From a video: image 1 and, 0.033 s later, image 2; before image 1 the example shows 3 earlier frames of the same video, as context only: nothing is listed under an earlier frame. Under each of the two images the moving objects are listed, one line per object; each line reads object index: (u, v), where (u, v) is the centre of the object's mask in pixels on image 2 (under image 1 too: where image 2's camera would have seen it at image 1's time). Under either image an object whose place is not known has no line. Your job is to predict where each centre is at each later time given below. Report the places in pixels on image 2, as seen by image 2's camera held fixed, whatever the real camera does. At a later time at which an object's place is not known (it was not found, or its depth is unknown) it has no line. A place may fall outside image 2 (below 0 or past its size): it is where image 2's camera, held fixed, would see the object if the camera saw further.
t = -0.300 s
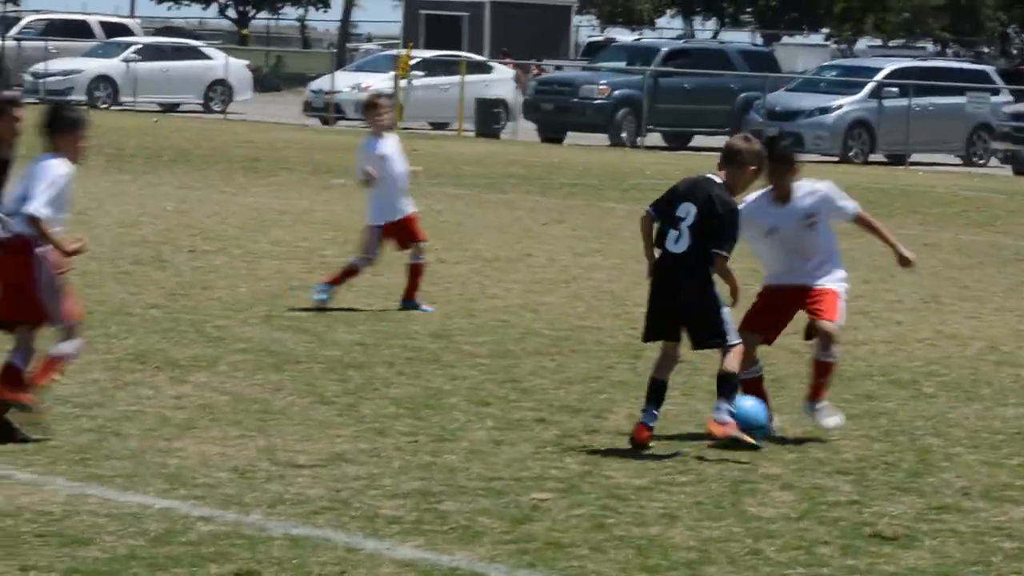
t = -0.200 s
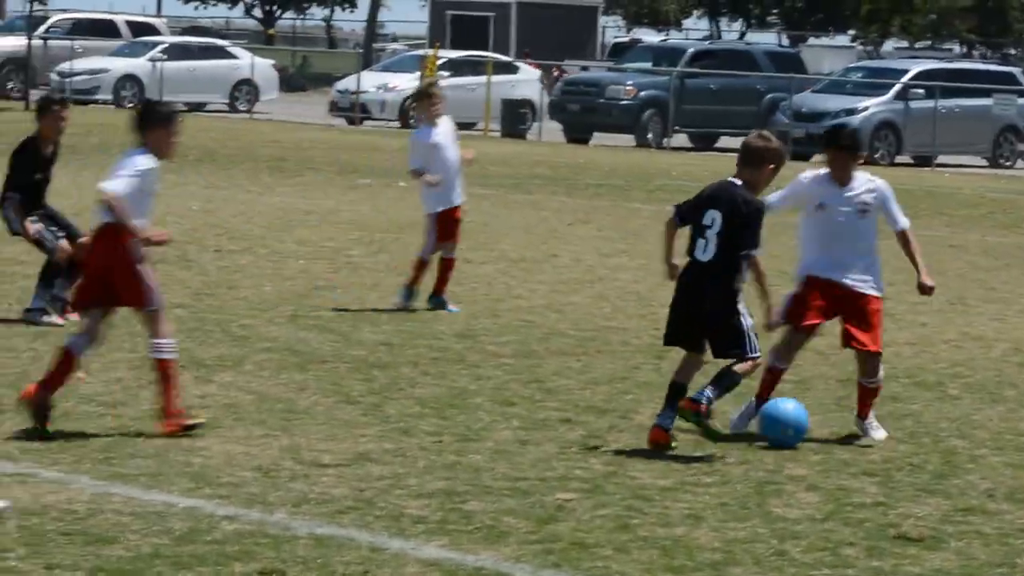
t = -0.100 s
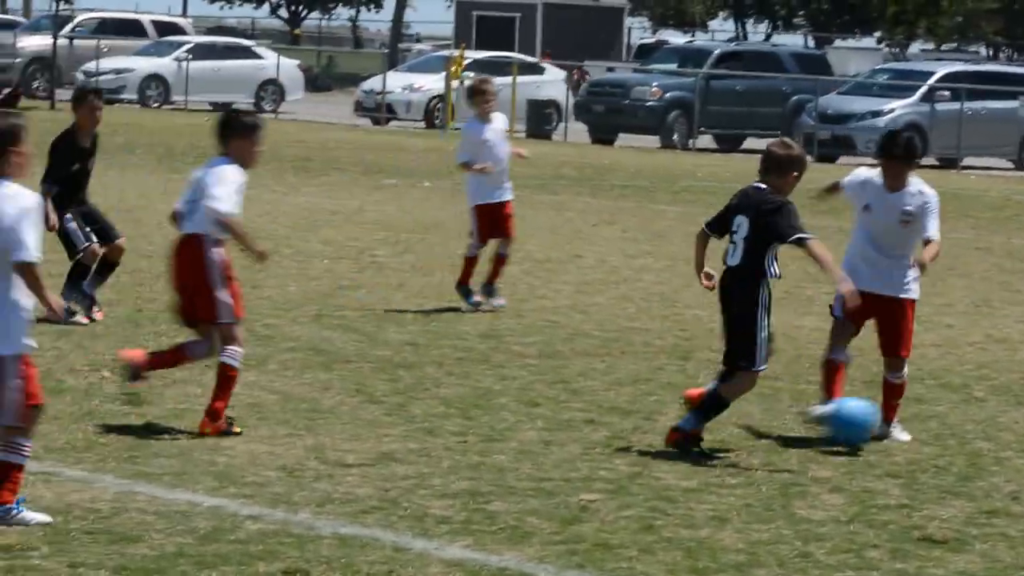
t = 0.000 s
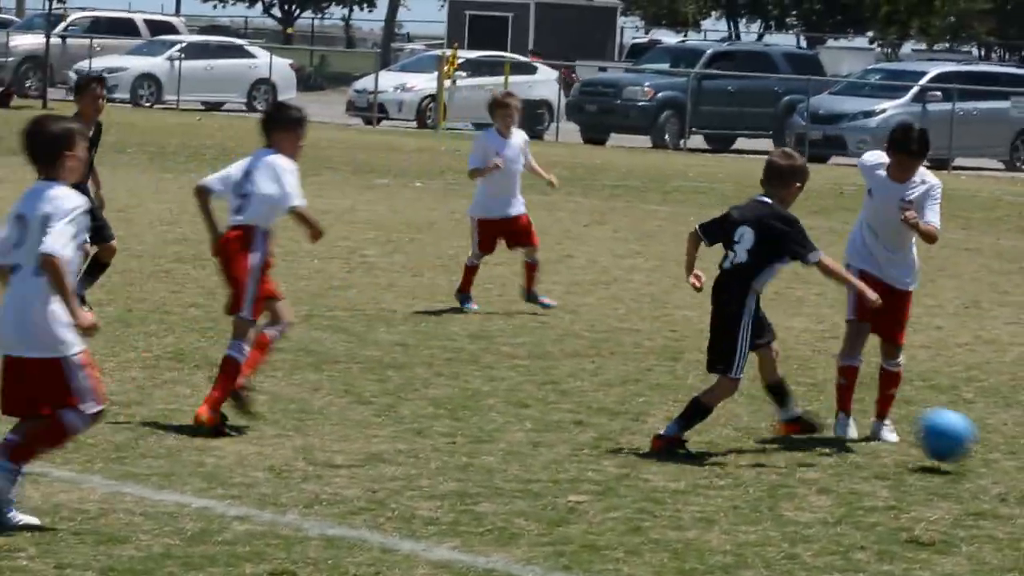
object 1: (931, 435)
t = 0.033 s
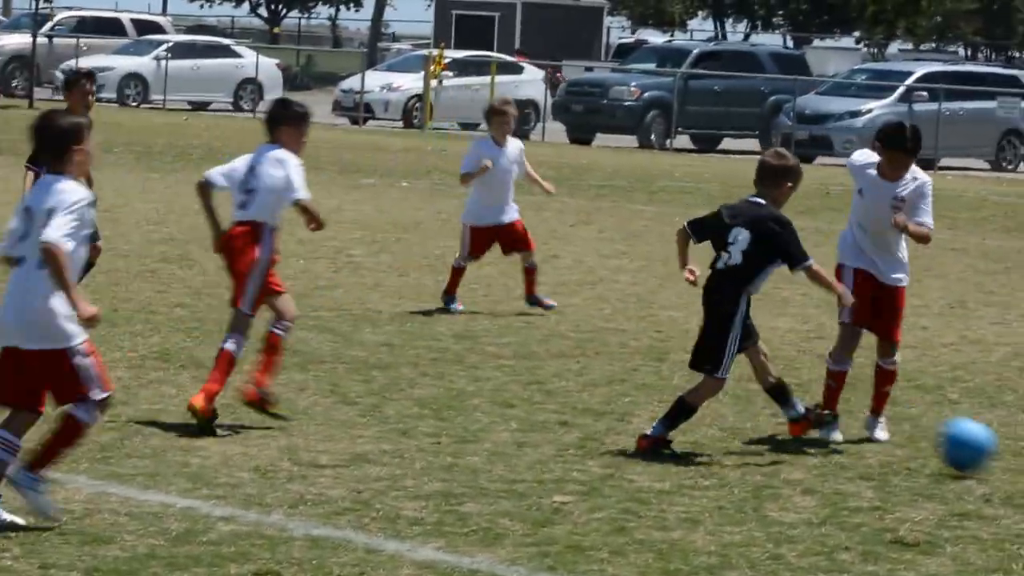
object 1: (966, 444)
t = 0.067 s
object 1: (1003, 457)
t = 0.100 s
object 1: (1037, 457)
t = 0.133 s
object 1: (1068, 455)
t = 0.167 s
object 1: (1100, 456)
